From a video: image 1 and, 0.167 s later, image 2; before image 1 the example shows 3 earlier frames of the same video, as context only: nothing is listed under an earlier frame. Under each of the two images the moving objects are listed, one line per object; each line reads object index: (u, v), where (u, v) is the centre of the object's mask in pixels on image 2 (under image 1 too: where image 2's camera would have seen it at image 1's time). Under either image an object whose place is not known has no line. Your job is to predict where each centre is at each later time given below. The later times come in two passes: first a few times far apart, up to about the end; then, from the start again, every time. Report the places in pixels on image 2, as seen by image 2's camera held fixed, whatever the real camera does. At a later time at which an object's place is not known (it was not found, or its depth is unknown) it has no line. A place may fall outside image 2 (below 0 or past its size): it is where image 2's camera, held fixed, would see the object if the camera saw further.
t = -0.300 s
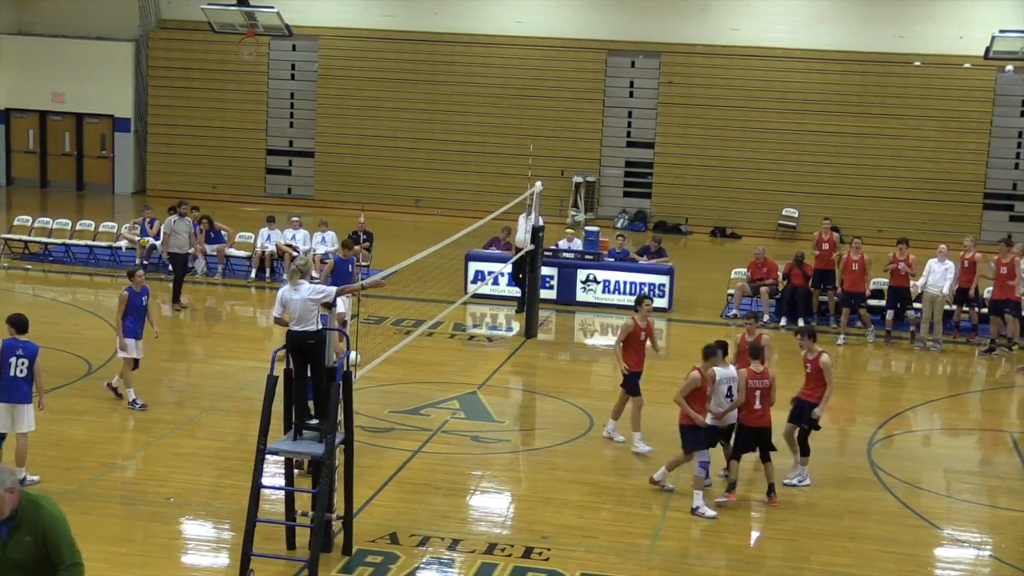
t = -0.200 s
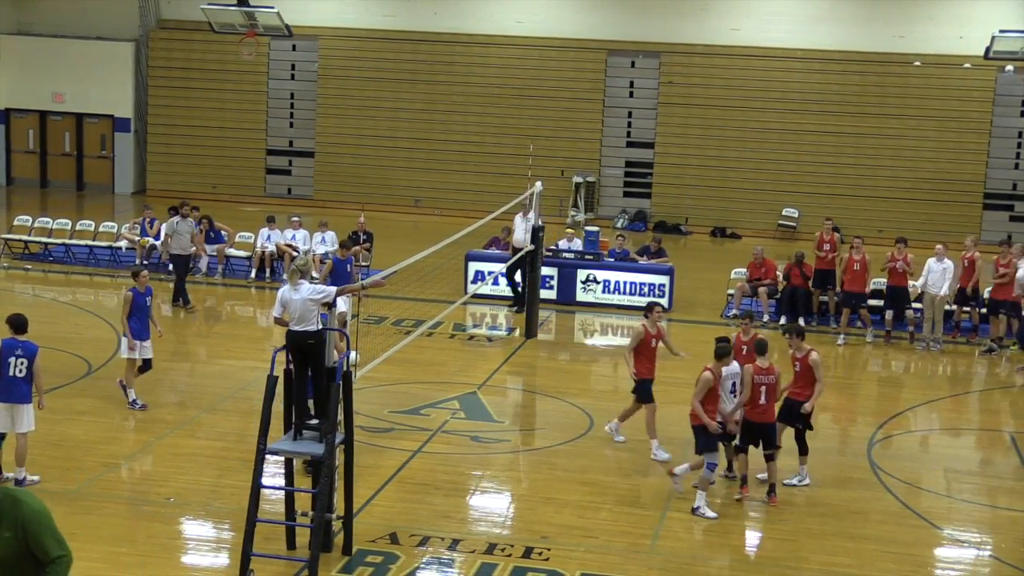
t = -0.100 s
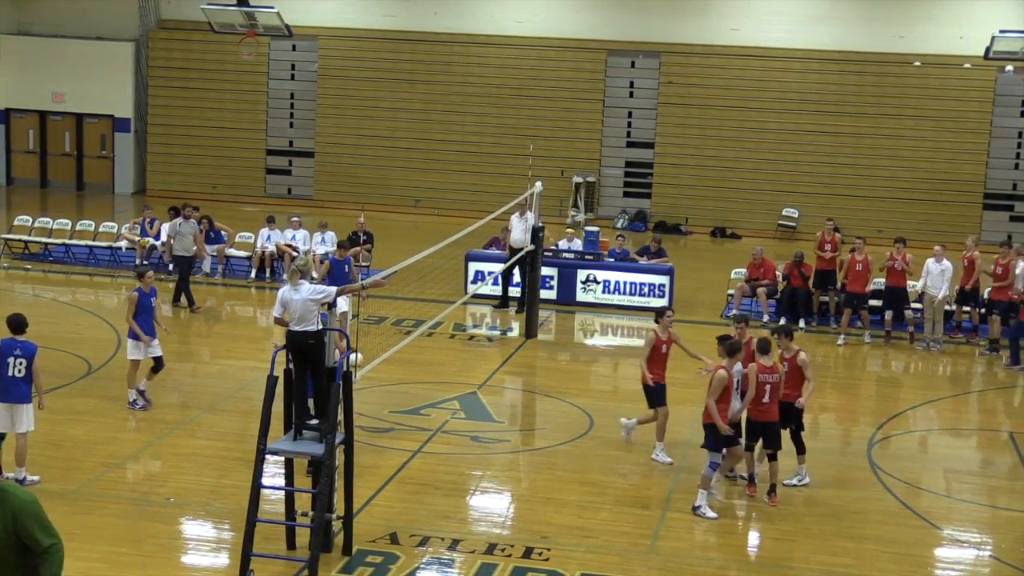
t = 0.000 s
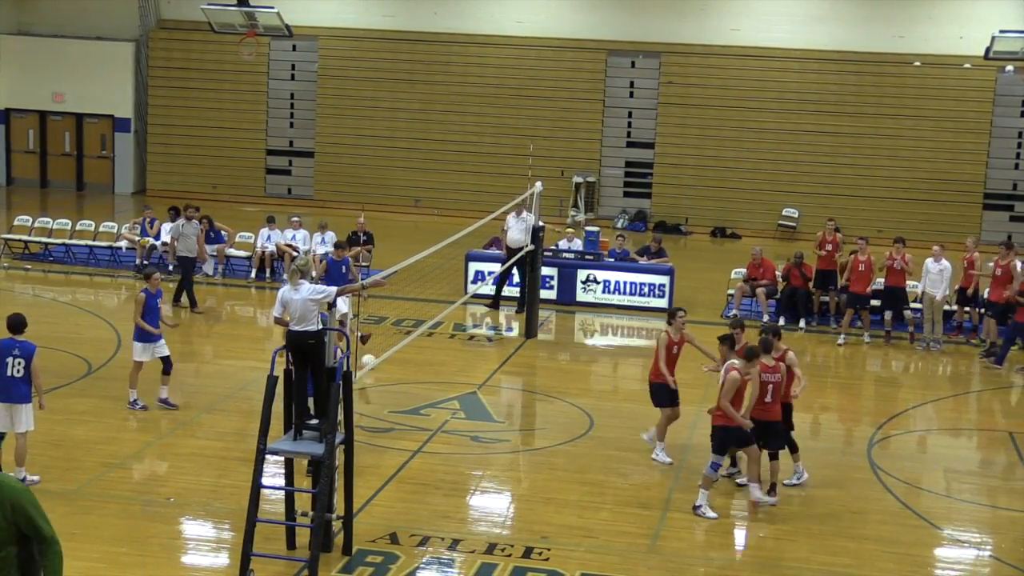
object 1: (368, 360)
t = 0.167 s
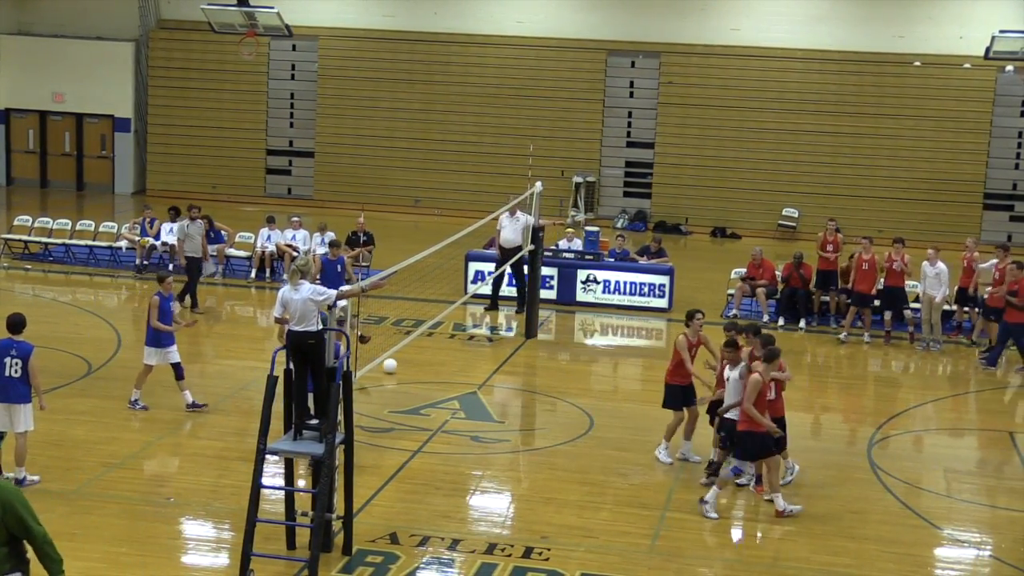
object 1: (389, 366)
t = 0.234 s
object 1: (398, 368)
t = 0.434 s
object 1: (423, 373)
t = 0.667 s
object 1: (453, 379)
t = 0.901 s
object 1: (484, 386)
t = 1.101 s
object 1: (510, 392)
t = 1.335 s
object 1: (541, 398)
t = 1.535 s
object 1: (567, 404)
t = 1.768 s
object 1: (599, 410)
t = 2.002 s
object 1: (630, 417)
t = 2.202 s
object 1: (657, 423)
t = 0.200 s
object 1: (394, 367)
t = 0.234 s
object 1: (398, 368)
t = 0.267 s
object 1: (402, 369)
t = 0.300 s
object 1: (406, 369)
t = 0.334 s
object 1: (411, 370)
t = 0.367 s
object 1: (415, 371)
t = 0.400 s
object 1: (419, 372)
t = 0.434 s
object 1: (423, 373)
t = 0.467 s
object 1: (428, 374)
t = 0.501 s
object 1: (432, 375)
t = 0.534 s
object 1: (436, 376)
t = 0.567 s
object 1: (441, 377)
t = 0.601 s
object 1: (445, 378)
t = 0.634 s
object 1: (449, 378)
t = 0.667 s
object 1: (453, 379)
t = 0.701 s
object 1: (458, 380)
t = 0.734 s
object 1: (462, 381)
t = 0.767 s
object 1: (467, 382)
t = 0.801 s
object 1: (471, 383)
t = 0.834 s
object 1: (475, 384)
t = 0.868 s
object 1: (479, 385)
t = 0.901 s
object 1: (484, 386)
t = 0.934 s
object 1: (488, 387)
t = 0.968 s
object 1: (492, 388)
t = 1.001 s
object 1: (497, 389)
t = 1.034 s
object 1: (501, 390)
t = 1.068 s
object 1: (506, 391)
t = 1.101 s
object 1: (510, 392)
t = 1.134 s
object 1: (514, 393)
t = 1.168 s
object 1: (519, 393)
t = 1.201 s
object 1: (523, 394)
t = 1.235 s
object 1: (528, 396)
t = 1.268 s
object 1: (532, 396)
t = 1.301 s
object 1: (536, 397)
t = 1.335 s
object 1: (541, 398)
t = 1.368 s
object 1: (545, 399)
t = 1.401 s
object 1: (550, 400)
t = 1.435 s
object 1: (554, 401)
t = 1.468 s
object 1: (558, 402)
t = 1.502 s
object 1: (563, 403)
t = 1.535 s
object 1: (567, 404)
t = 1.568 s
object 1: (572, 405)
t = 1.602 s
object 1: (576, 405)
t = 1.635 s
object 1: (581, 406)
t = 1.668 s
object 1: (585, 407)
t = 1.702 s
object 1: (590, 408)
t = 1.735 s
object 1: (594, 409)
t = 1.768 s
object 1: (599, 410)
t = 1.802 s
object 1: (603, 411)
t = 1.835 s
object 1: (608, 412)
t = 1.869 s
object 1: (612, 413)
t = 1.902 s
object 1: (616, 414)
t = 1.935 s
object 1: (621, 415)
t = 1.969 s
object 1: (625, 416)
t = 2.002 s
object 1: (630, 417)
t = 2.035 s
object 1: (634, 418)
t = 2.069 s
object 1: (638, 419)
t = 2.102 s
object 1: (643, 420)
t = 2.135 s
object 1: (648, 421)
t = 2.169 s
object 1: (652, 422)
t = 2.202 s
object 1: (657, 423)
